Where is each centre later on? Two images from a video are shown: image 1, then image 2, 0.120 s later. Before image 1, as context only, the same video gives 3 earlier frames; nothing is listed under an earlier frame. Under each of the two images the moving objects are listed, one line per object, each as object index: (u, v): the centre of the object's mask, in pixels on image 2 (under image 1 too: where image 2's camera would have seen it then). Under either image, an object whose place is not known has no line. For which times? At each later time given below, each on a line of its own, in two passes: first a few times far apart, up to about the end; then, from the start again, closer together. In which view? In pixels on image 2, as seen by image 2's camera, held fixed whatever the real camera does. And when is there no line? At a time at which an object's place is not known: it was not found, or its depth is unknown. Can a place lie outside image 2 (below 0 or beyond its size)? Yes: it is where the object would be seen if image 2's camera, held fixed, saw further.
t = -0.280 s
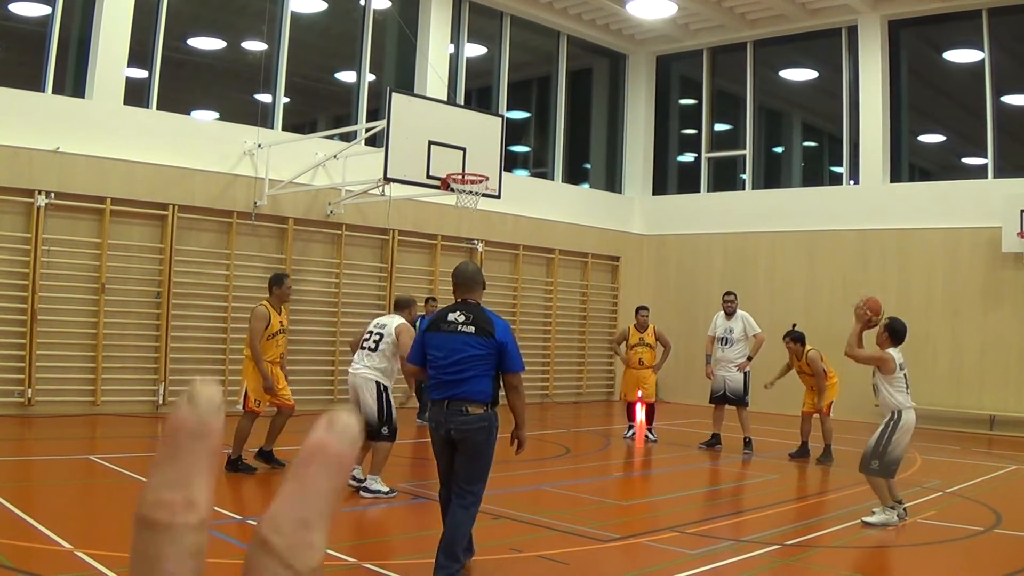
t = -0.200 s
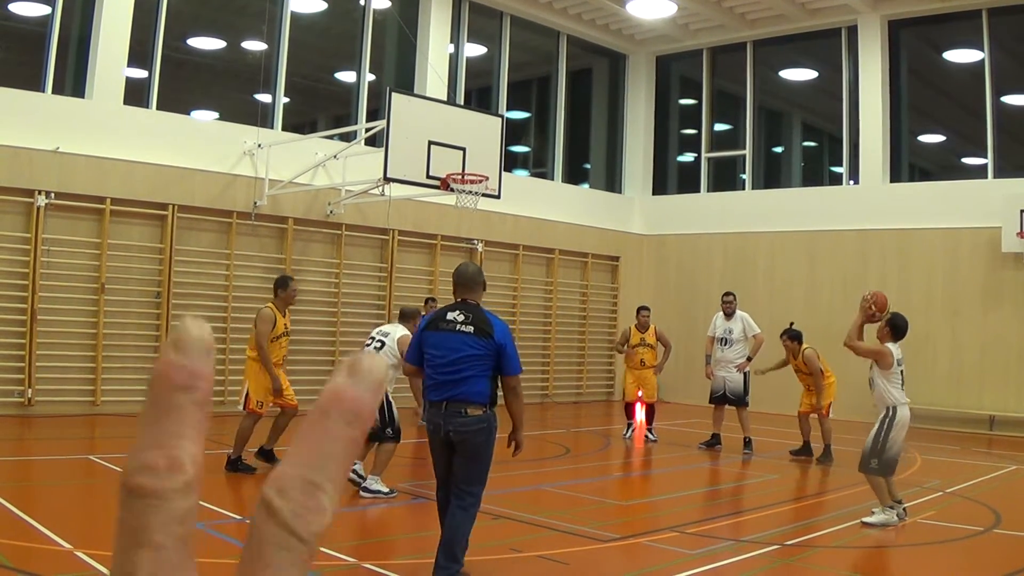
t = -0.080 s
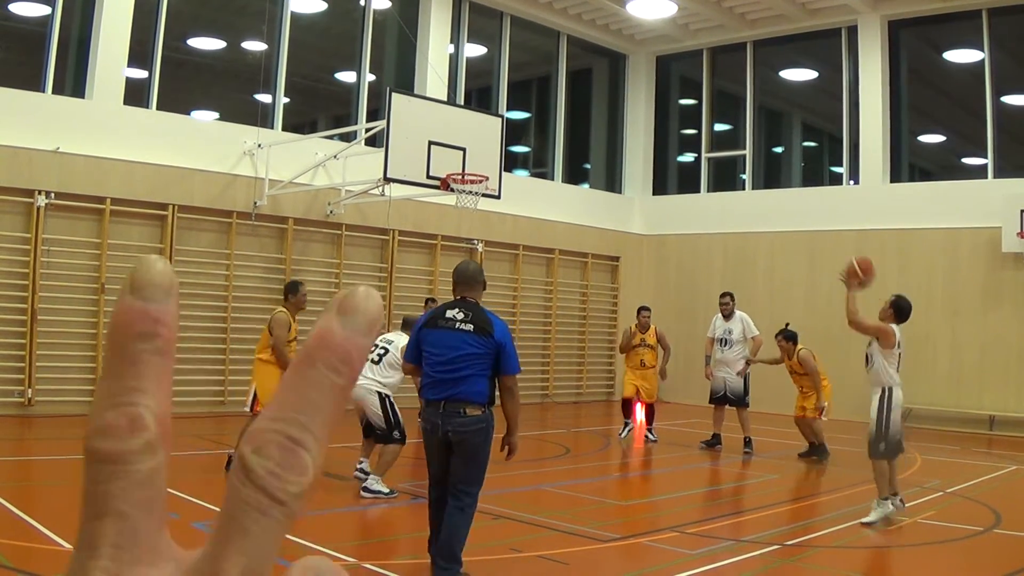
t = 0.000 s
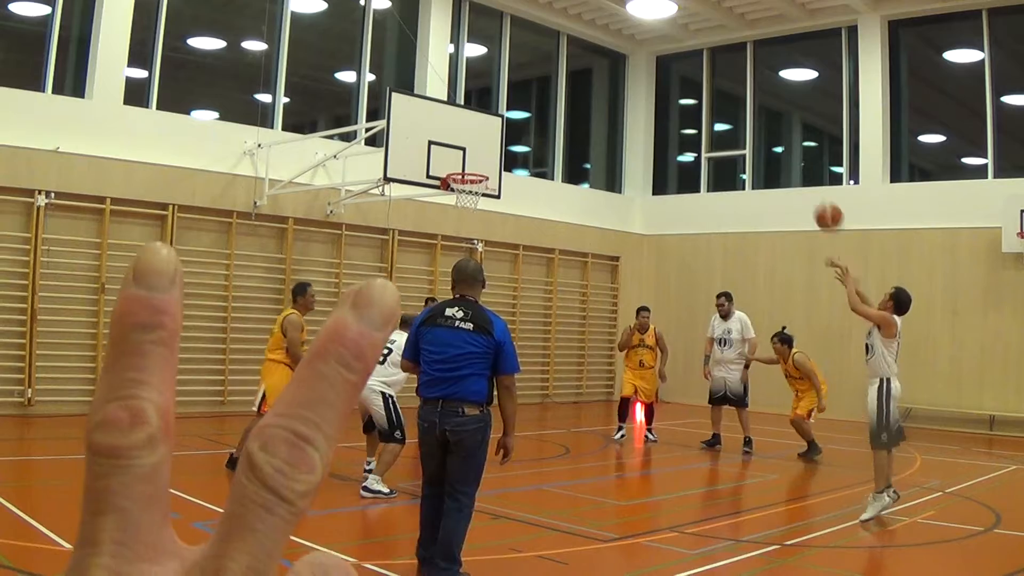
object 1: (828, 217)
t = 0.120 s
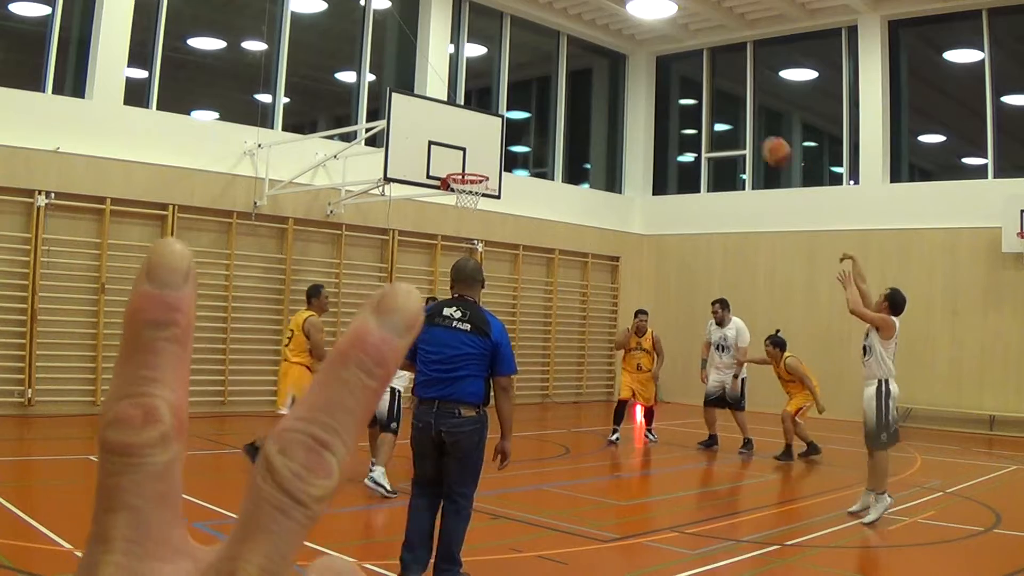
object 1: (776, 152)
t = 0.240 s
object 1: (728, 107)
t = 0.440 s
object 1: (656, 73)
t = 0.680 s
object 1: (578, 85)
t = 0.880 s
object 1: (522, 132)
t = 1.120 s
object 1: (505, 148)
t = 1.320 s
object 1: (526, 142)
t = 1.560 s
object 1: (546, 177)
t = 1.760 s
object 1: (560, 241)
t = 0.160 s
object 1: (760, 134)
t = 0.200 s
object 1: (743, 119)
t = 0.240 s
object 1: (728, 107)
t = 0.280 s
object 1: (713, 96)
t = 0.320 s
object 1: (696, 87)
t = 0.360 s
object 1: (682, 81)
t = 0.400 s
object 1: (669, 75)
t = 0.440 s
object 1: (656, 73)
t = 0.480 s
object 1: (640, 71)
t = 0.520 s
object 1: (627, 70)
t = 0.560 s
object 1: (614, 72)
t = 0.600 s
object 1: (602, 74)
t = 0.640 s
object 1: (591, 79)
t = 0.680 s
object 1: (578, 85)
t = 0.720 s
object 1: (567, 91)
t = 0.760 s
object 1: (554, 100)
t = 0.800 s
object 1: (544, 109)
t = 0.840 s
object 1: (533, 119)
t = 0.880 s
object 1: (522, 132)
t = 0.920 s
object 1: (511, 143)
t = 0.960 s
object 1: (500, 159)
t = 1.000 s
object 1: (492, 168)
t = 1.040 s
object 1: (497, 160)
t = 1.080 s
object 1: (501, 154)
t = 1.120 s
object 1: (505, 148)
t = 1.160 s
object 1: (510, 144)
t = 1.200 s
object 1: (514, 143)
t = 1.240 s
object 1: (518, 141)
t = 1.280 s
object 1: (522, 141)
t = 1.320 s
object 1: (526, 142)
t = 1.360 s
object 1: (529, 144)
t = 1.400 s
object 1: (533, 148)
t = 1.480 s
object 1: (539, 161)
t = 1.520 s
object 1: (543, 169)
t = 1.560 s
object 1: (546, 177)
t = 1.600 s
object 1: (549, 188)
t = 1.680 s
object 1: (556, 212)
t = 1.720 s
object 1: (558, 227)
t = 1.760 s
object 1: (560, 241)
